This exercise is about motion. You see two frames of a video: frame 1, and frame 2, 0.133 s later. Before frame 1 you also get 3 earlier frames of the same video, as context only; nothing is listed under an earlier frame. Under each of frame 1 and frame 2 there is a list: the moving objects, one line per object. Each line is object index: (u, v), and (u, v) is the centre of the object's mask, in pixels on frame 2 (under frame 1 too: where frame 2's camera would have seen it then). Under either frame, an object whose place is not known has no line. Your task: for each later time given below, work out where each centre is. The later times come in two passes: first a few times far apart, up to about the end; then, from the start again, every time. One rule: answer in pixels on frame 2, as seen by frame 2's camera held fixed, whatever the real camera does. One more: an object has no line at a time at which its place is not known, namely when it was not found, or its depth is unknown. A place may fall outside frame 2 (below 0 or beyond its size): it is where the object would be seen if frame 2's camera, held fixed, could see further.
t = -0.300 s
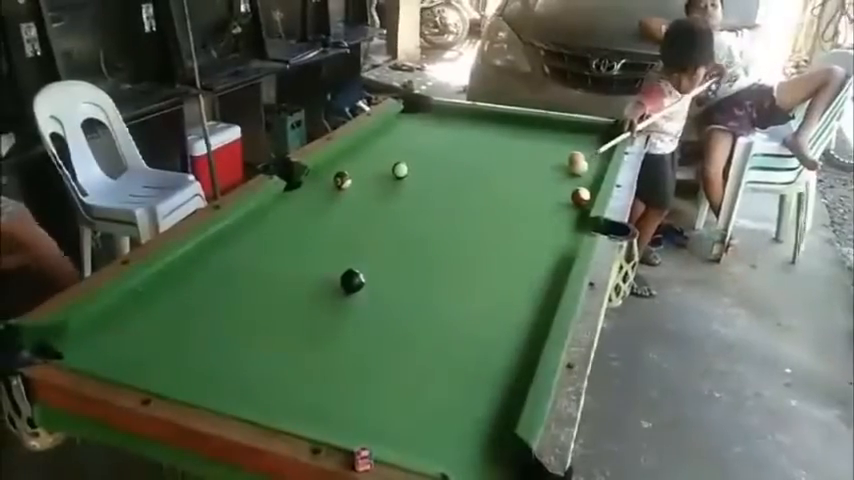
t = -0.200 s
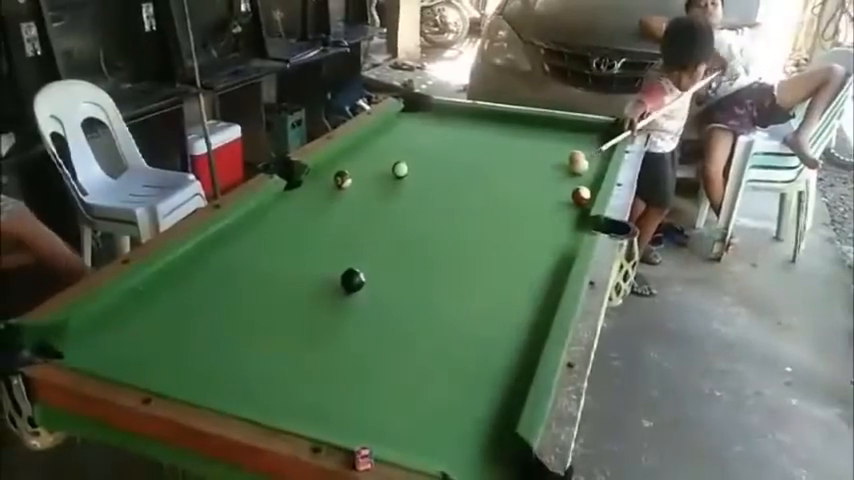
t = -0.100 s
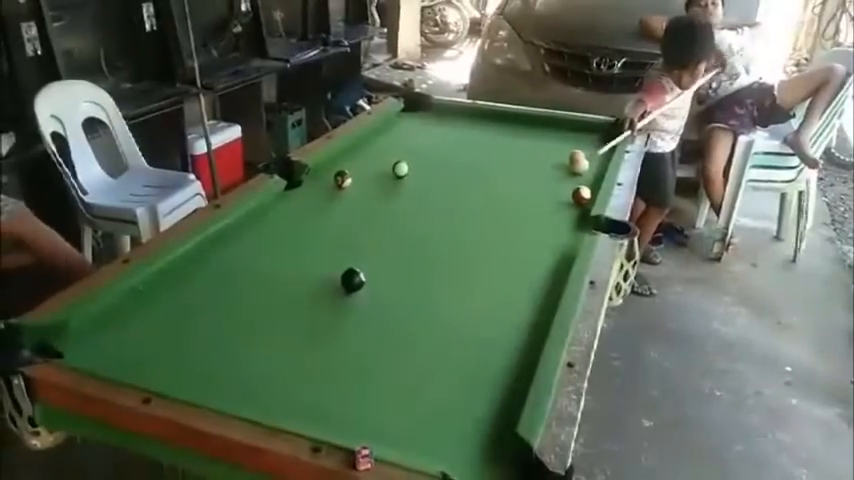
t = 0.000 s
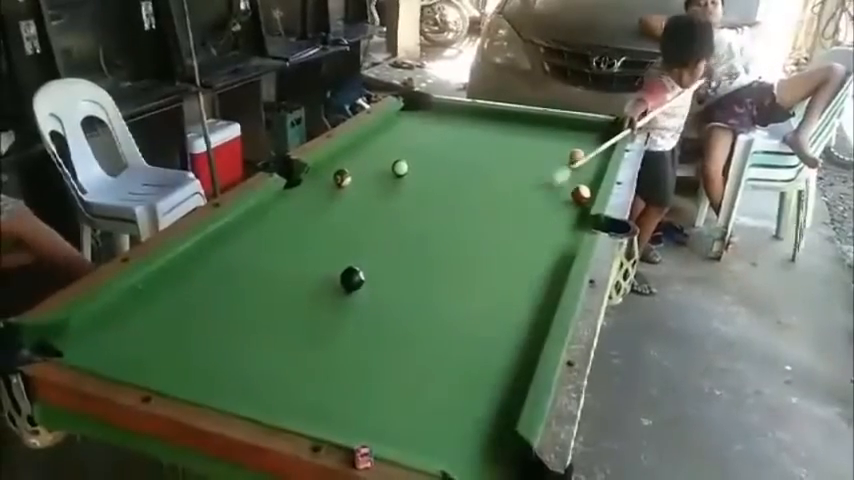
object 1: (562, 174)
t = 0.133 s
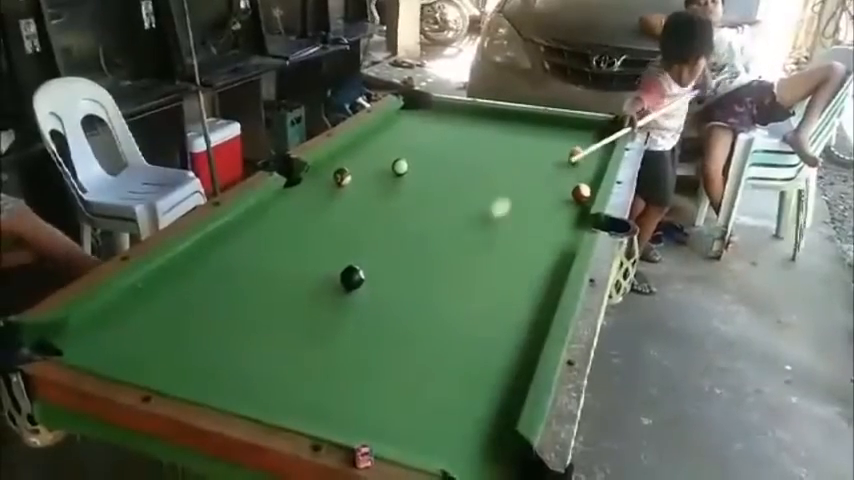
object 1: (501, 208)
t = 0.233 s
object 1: (451, 235)
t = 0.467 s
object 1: (385, 300)
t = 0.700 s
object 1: (370, 377)
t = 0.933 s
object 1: (388, 405)
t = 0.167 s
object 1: (485, 216)
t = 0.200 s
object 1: (470, 225)
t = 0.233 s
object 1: (451, 235)
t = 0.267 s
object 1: (433, 244)
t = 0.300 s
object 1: (414, 255)
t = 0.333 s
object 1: (393, 266)
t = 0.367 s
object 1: (379, 276)
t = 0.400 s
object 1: (382, 284)
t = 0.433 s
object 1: (385, 292)
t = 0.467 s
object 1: (385, 300)
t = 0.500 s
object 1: (383, 310)
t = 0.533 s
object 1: (381, 320)
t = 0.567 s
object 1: (379, 330)
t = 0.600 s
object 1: (377, 341)
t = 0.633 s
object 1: (375, 353)
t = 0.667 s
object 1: (372, 365)
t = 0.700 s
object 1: (370, 377)
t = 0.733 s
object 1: (367, 391)
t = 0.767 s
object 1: (364, 404)
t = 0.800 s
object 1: (361, 418)
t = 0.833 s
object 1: (364, 424)
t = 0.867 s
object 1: (372, 417)
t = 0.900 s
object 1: (380, 411)
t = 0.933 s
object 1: (388, 405)
